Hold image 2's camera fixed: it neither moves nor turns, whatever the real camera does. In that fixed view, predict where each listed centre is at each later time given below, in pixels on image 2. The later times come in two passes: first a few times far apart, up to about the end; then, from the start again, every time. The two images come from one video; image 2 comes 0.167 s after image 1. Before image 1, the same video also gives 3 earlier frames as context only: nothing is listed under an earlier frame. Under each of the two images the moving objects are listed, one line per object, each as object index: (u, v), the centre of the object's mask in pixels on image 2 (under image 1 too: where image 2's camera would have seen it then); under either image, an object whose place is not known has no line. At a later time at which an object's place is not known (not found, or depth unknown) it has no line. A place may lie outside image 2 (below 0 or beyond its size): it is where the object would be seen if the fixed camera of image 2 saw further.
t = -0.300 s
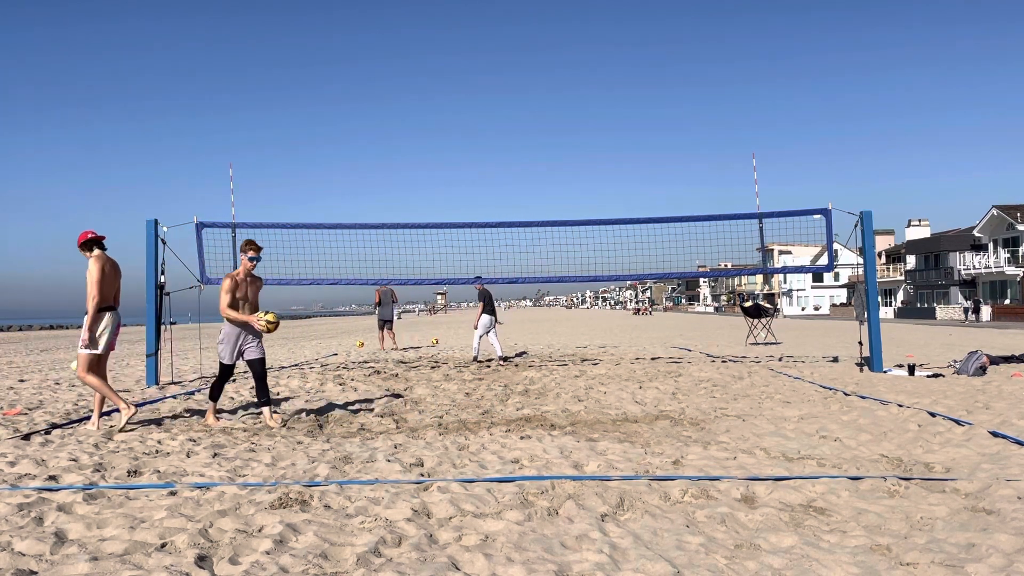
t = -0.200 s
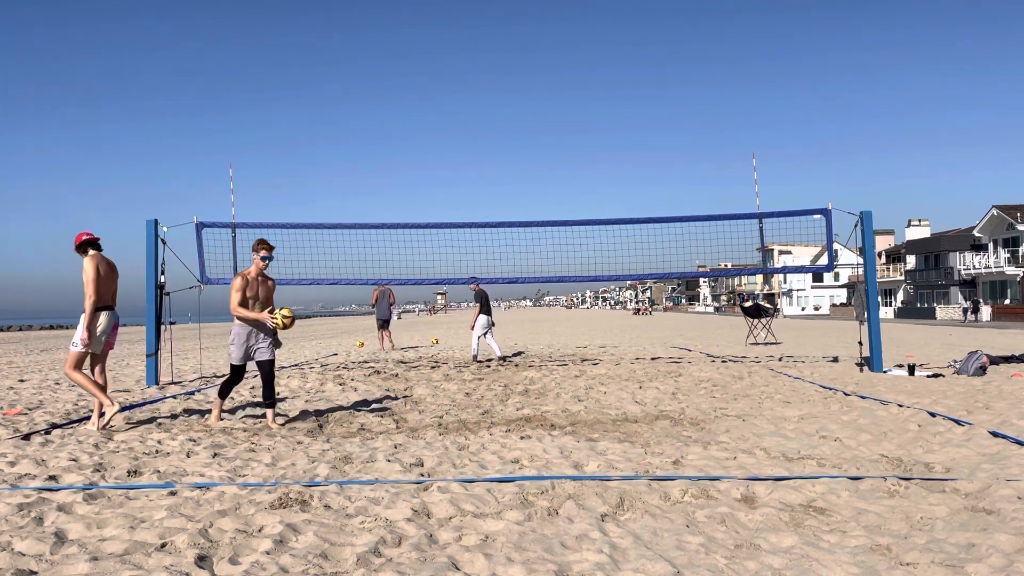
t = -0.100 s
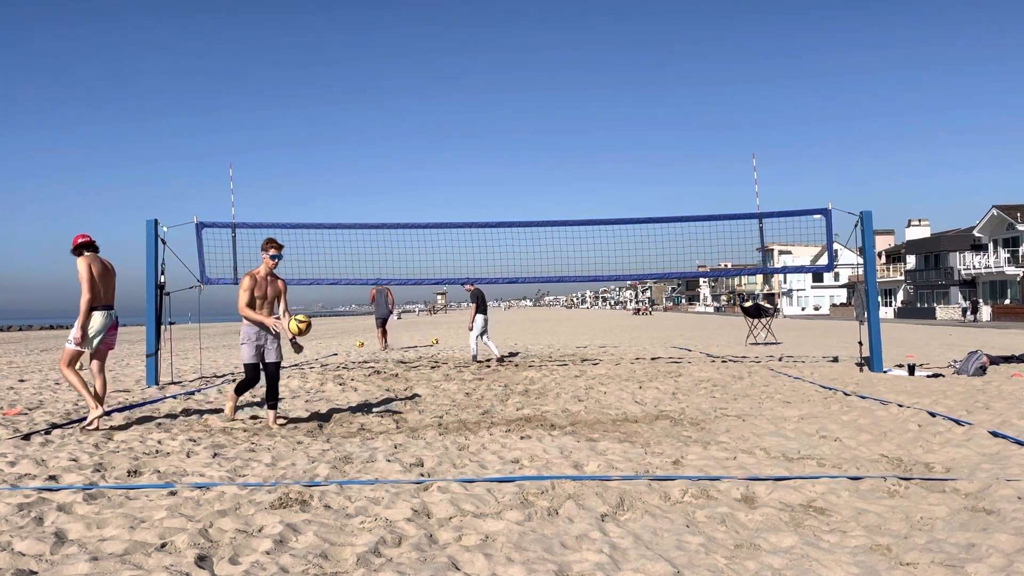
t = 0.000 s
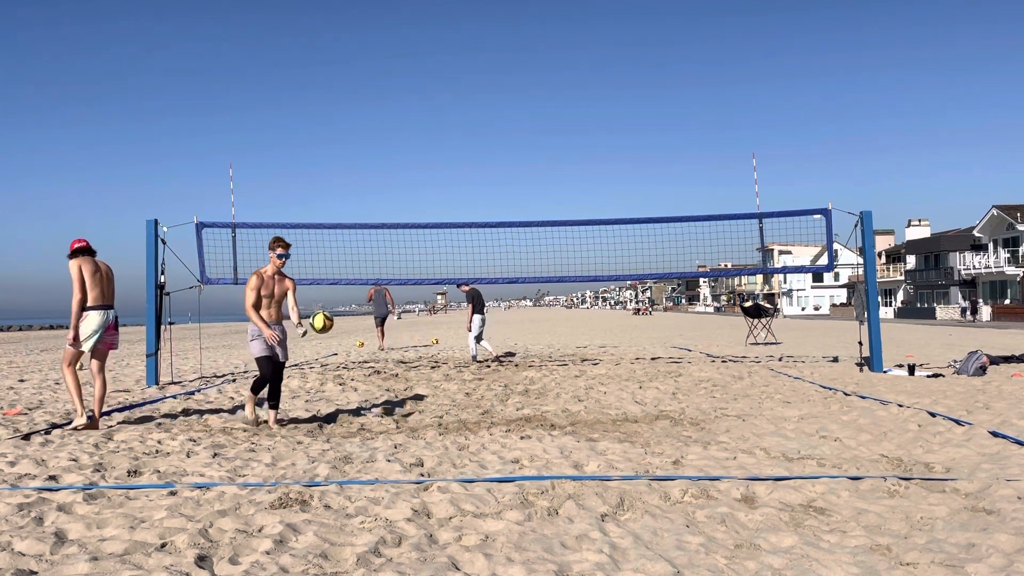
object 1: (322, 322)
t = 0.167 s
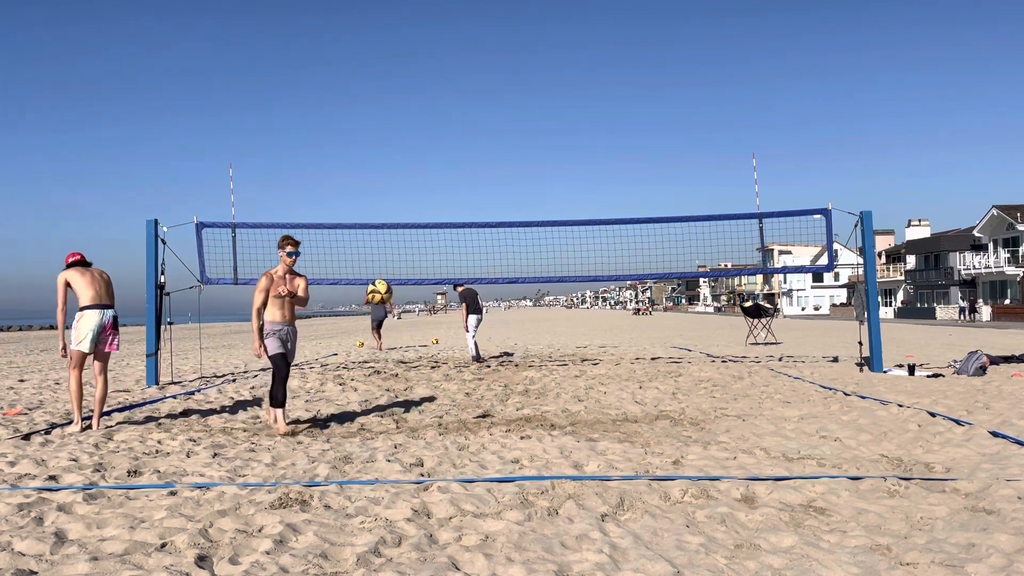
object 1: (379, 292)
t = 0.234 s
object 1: (406, 288)
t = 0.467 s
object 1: (520, 320)
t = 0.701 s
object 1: (682, 460)
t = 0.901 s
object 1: (784, 488)
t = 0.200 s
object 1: (393, 289)
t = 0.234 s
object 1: (406, 288)
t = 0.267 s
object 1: (420, 287)
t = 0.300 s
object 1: (435, 289)
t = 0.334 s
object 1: (450, 291)
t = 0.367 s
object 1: (467, 296)
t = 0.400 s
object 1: (484, 302)
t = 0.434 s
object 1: (502, 310)
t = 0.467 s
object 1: (520, 320)
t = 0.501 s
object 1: (540, 332)
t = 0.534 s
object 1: (560, 346)
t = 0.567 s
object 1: (582, 363)
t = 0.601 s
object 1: (604, 382)
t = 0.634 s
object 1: (629, 405)
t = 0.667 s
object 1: (654, 431)
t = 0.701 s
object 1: (682, 460)
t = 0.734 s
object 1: (710, 493)
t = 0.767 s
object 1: (727, 498)
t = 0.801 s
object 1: (741, 492)
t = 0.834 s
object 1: (754, 489)
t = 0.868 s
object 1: (769, 487)
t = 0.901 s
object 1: (784, 488)
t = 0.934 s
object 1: (798, 490)
